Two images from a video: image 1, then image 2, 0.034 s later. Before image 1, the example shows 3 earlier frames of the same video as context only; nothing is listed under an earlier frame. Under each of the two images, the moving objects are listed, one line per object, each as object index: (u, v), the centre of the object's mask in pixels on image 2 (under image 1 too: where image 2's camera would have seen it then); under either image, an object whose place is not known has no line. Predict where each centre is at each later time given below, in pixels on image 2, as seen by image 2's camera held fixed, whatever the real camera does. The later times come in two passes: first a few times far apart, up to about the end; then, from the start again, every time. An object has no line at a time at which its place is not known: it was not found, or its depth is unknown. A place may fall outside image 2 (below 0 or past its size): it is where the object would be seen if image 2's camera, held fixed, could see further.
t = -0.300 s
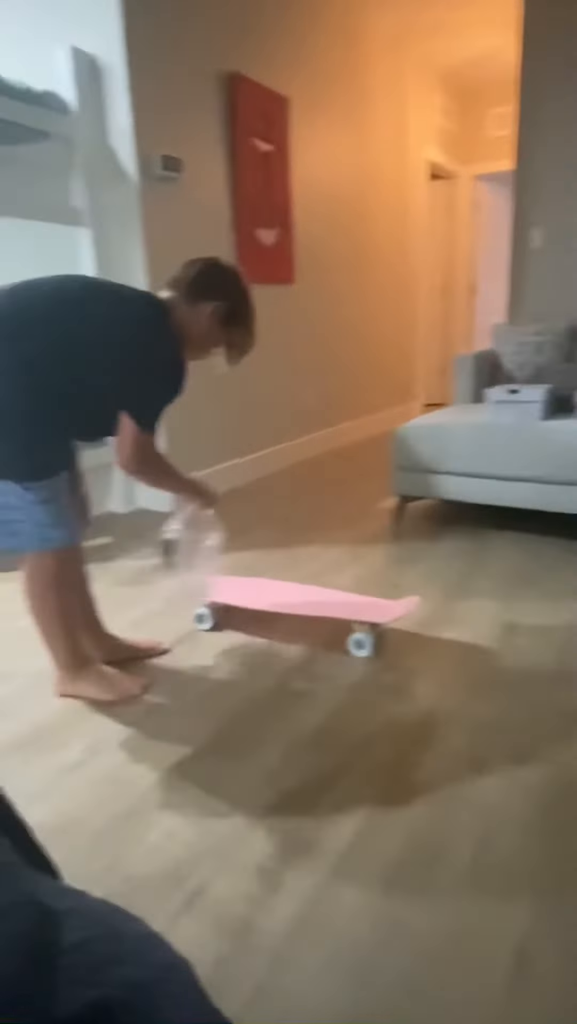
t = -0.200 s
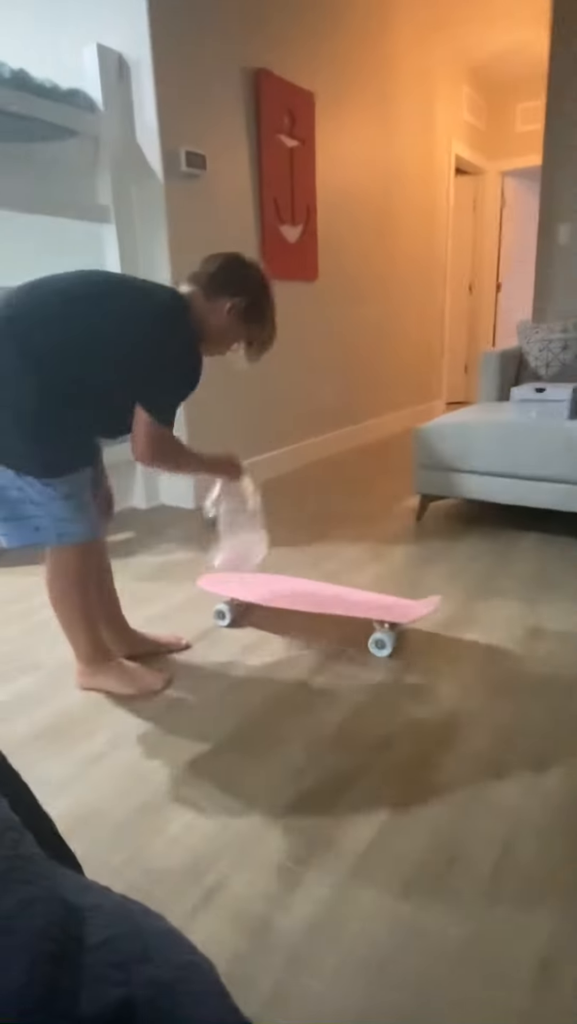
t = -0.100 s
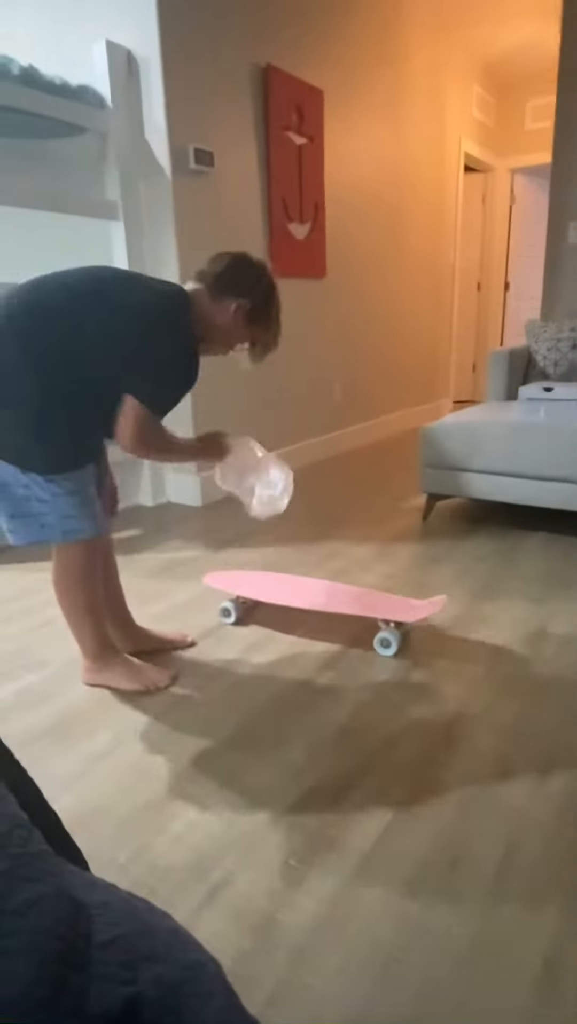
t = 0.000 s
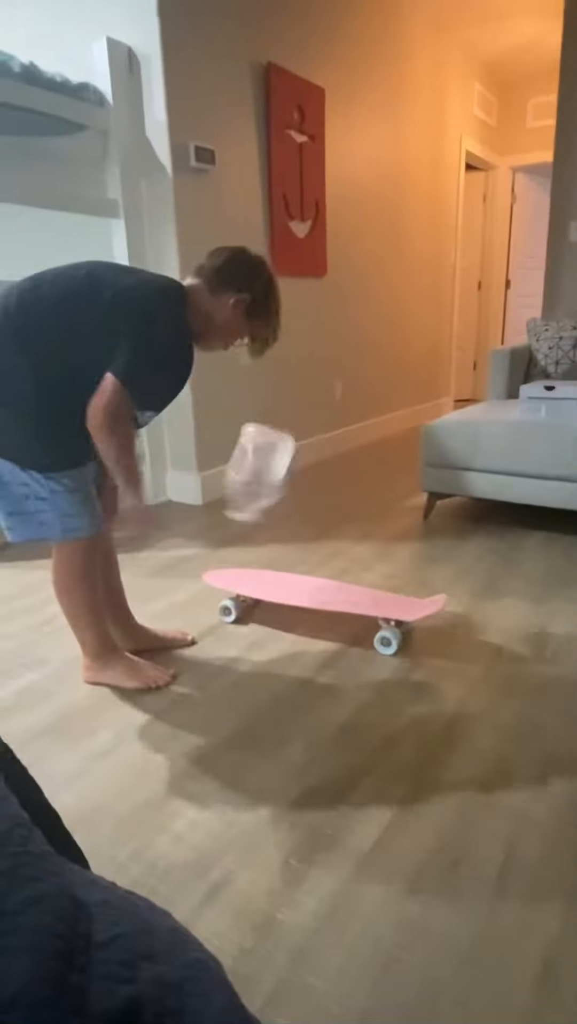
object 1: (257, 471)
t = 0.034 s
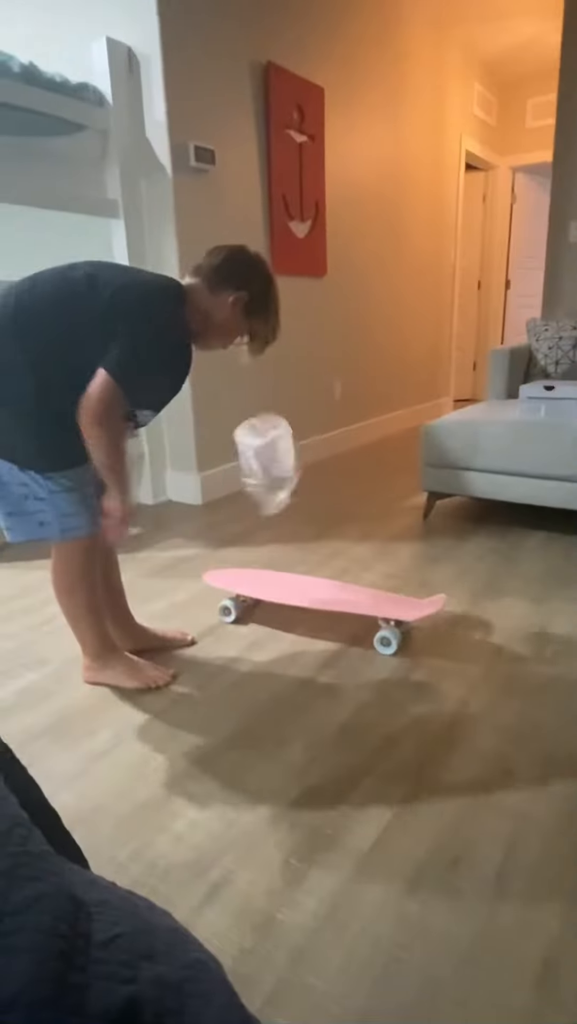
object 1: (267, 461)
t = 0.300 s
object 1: (283, 535)
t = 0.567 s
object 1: (281, 538)
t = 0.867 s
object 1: (293, 556)
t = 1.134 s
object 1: (301, 555)
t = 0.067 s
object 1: (272, 452)
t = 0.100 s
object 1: (272, 449)
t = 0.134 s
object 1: (272, 456)
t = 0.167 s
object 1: (275, 467)
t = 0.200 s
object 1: (278, 479)
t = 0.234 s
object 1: (280, 496)
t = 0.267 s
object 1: (282, 517)
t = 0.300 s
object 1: (283, 535)
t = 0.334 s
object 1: (277, 537)
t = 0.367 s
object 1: (277, 538)
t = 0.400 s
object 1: (280, 539)
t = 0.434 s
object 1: (280, 539)
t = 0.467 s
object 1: (280, 539)
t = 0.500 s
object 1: (280, 539)
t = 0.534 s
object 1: (281, 539)
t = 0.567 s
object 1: (281, 538)
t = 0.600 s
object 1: (282, 538)
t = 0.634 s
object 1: (282, 538)
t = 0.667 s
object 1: (283, 537)
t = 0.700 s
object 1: (285, 537)
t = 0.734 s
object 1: (287, 538)
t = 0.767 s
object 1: (289, 540)
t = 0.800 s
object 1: (291, 544)
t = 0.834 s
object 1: (294, 551)
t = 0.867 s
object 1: (293, 556)
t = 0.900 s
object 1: (295, 554)
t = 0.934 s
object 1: (296, 554)
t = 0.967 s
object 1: (296, 555)
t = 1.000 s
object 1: (297, 556)
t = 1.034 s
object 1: (299, 556)
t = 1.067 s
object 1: (300, 556)
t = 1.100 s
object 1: (300, 556)
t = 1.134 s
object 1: (301, 555)
